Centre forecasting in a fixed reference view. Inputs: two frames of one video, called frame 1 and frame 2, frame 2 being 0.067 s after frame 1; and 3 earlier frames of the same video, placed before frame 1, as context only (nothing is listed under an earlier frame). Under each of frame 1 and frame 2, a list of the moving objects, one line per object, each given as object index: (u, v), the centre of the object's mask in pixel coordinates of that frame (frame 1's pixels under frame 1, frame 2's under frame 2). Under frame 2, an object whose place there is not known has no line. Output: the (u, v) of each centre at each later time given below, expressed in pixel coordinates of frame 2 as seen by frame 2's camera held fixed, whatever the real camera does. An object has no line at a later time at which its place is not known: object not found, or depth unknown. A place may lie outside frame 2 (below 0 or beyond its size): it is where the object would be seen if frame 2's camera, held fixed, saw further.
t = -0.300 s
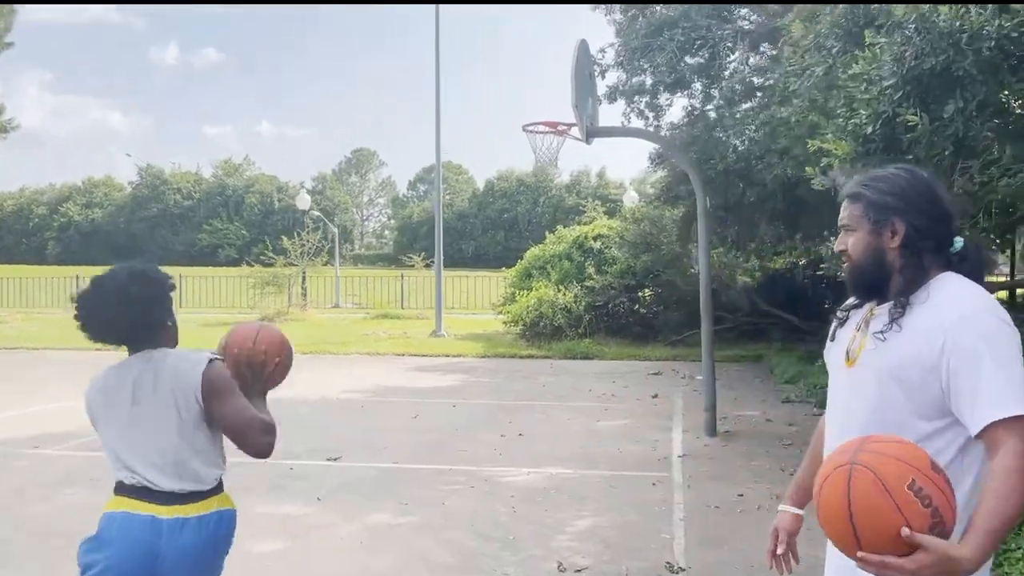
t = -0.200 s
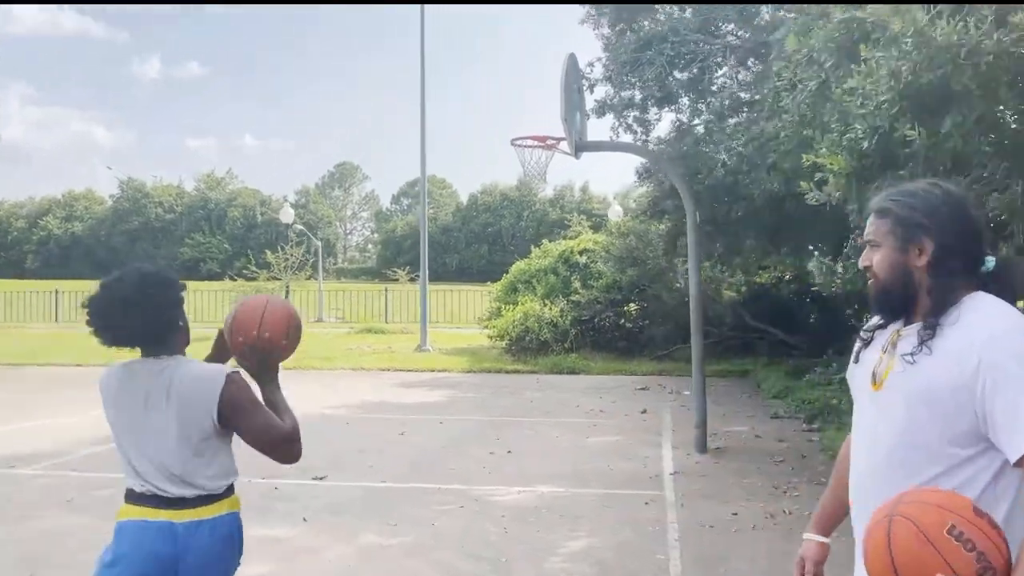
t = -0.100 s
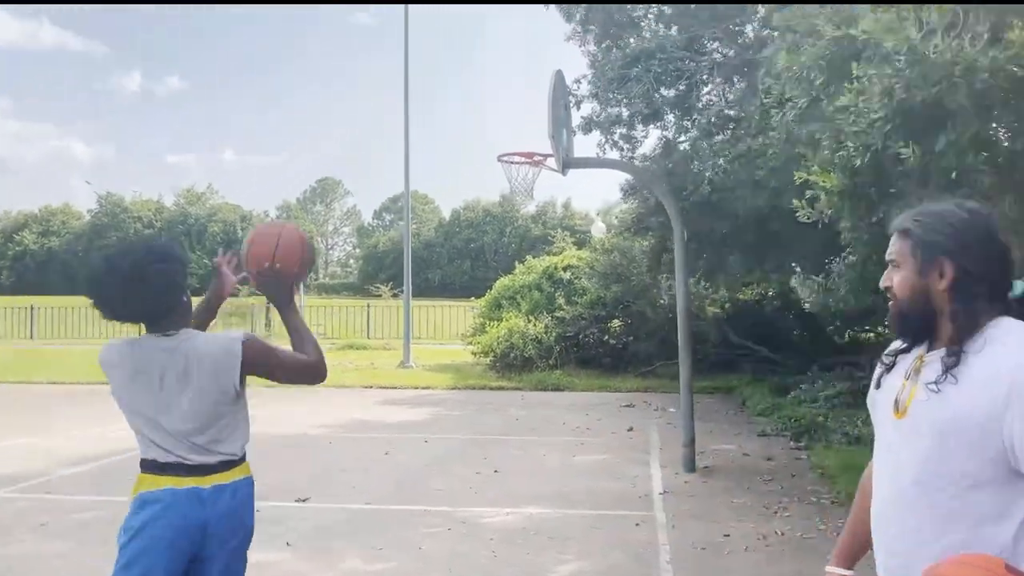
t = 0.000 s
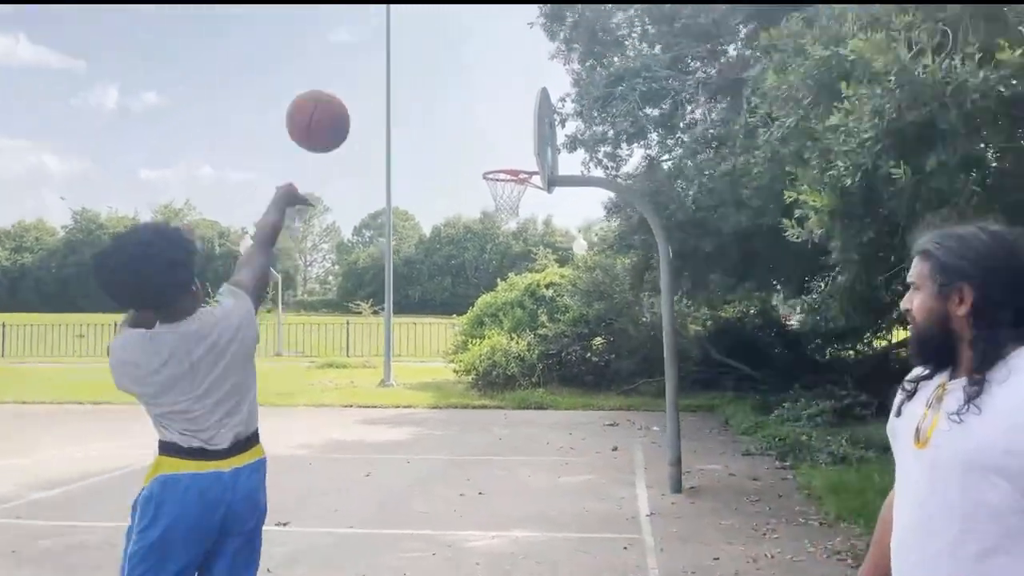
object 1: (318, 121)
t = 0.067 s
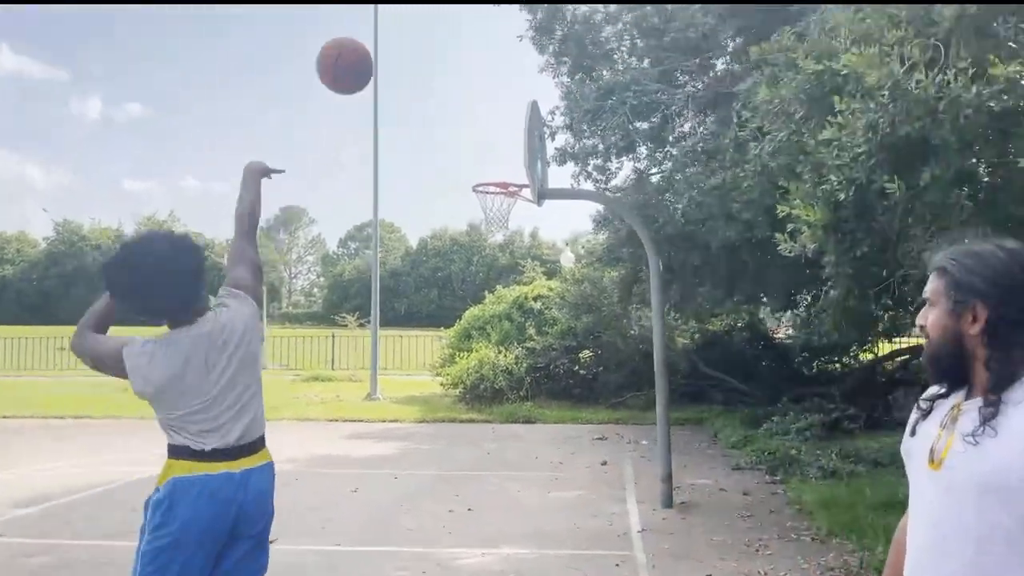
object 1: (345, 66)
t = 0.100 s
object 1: (360, 40)
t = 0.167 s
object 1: (382, 6)
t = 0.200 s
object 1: (389, -5)
